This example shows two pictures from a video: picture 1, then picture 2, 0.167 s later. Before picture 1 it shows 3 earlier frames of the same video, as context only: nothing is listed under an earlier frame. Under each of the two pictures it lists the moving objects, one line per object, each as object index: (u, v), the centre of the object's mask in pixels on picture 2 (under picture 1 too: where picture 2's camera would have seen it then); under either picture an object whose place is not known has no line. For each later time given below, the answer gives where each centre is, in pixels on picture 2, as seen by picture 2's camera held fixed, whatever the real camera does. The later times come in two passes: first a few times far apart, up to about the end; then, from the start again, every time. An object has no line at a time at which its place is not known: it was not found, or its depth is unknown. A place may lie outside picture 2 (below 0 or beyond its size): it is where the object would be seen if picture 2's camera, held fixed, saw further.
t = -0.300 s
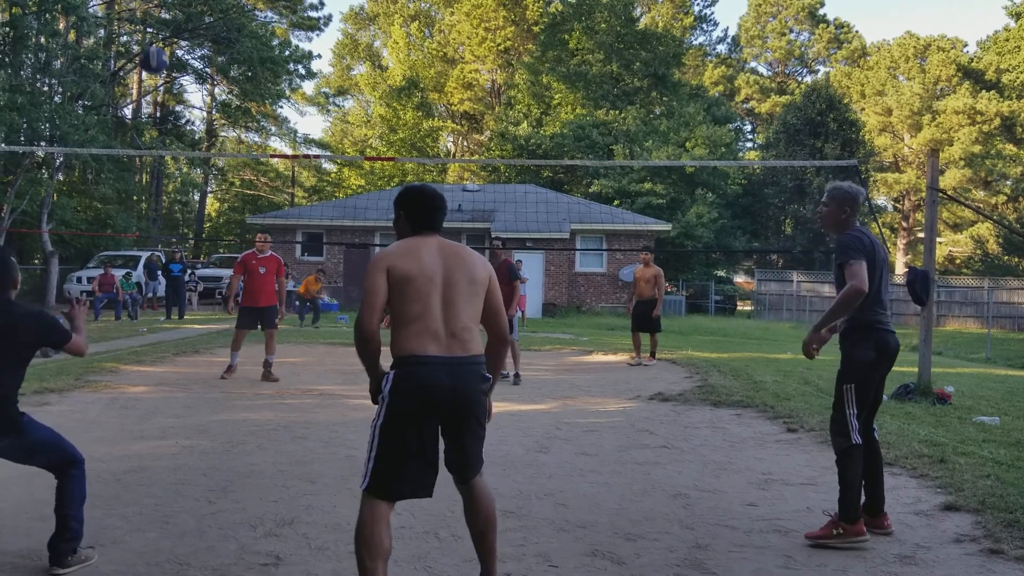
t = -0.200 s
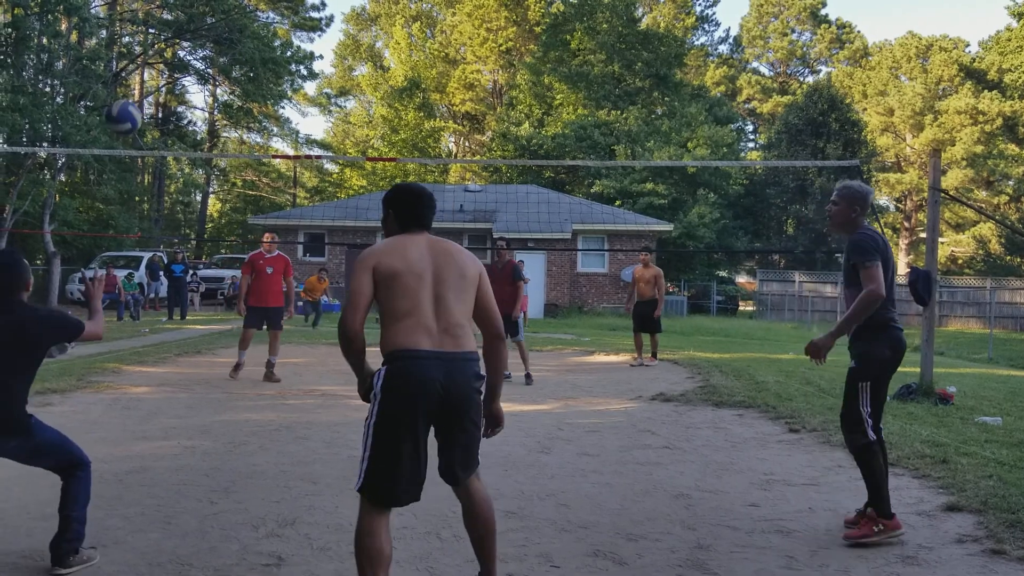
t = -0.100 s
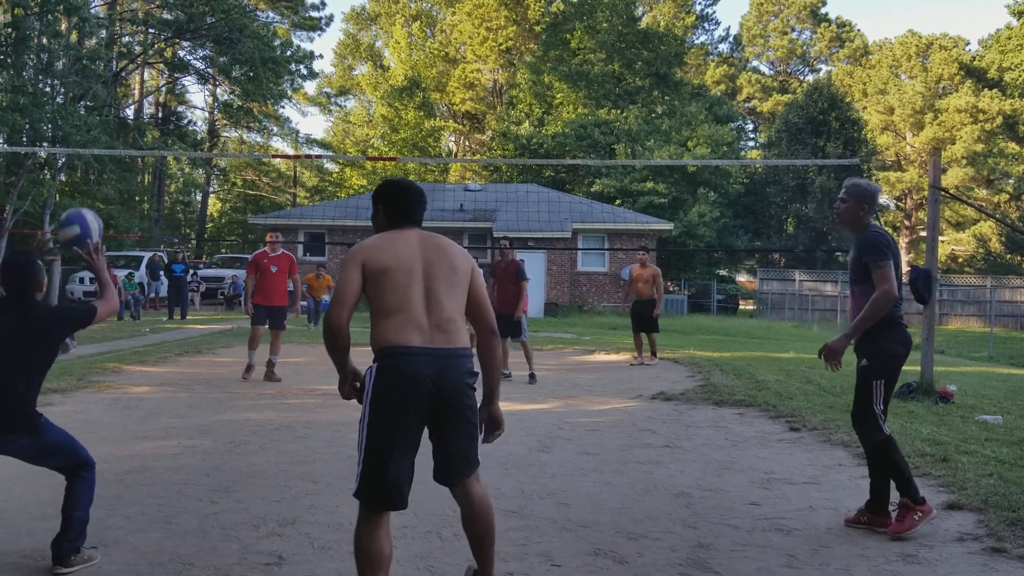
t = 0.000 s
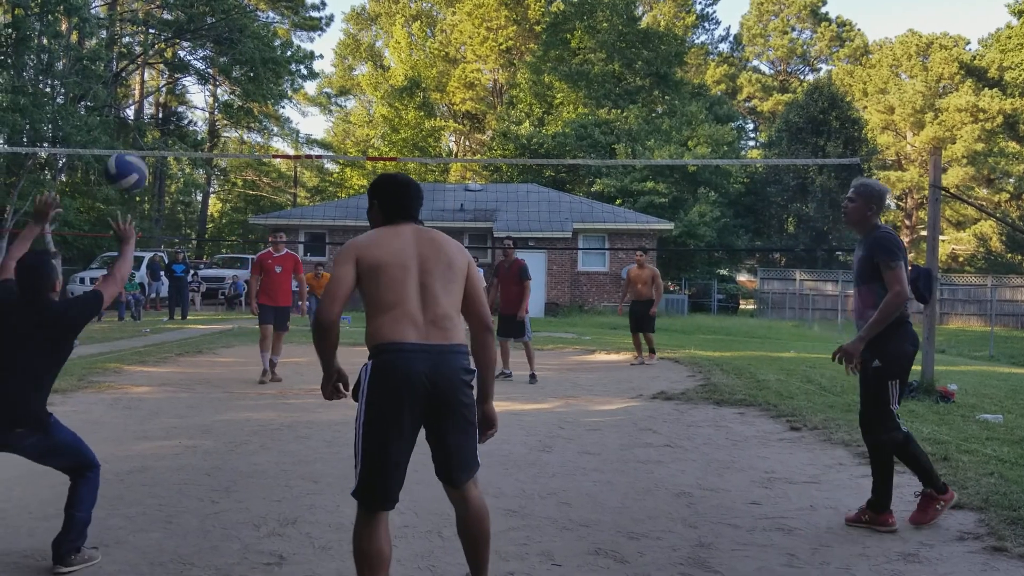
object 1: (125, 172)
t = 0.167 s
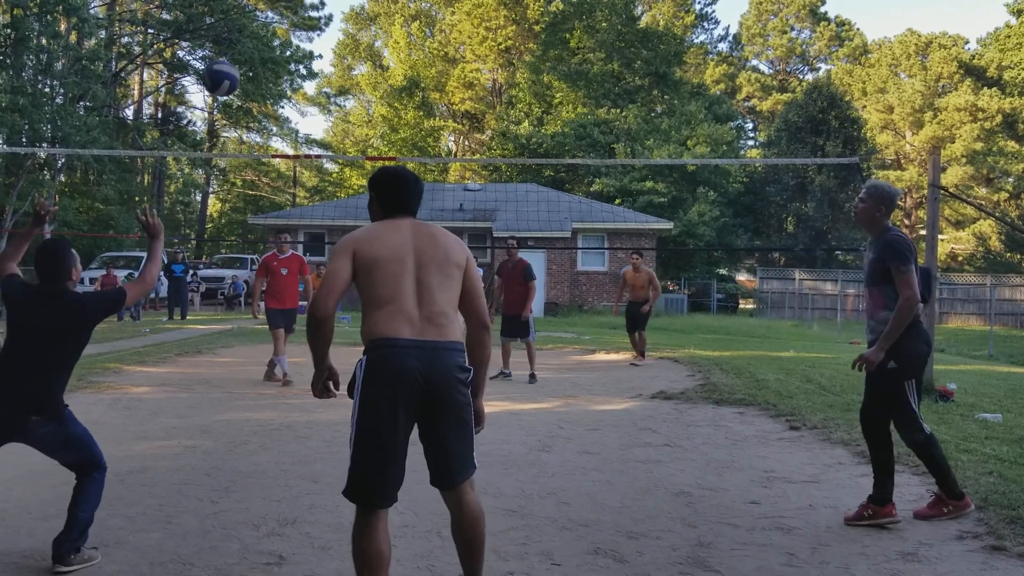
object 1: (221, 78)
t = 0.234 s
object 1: (253, 58)
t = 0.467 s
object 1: (349, 50)
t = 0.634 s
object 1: (402, 89)
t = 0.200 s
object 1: (237, 67)
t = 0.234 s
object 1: (253, 58)
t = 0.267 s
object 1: (268, 51)
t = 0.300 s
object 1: (284, 47)
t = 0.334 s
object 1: (298, 44)
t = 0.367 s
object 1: (311, 44)
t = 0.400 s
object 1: (324, 44)
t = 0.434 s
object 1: (336, 46)
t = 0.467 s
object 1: (349, 50)
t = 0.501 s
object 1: (360, 56)
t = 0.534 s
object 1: (371, 62)
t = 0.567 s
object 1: (382, 70)
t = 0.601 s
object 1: (392, 79)
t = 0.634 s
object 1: (402, 89)
